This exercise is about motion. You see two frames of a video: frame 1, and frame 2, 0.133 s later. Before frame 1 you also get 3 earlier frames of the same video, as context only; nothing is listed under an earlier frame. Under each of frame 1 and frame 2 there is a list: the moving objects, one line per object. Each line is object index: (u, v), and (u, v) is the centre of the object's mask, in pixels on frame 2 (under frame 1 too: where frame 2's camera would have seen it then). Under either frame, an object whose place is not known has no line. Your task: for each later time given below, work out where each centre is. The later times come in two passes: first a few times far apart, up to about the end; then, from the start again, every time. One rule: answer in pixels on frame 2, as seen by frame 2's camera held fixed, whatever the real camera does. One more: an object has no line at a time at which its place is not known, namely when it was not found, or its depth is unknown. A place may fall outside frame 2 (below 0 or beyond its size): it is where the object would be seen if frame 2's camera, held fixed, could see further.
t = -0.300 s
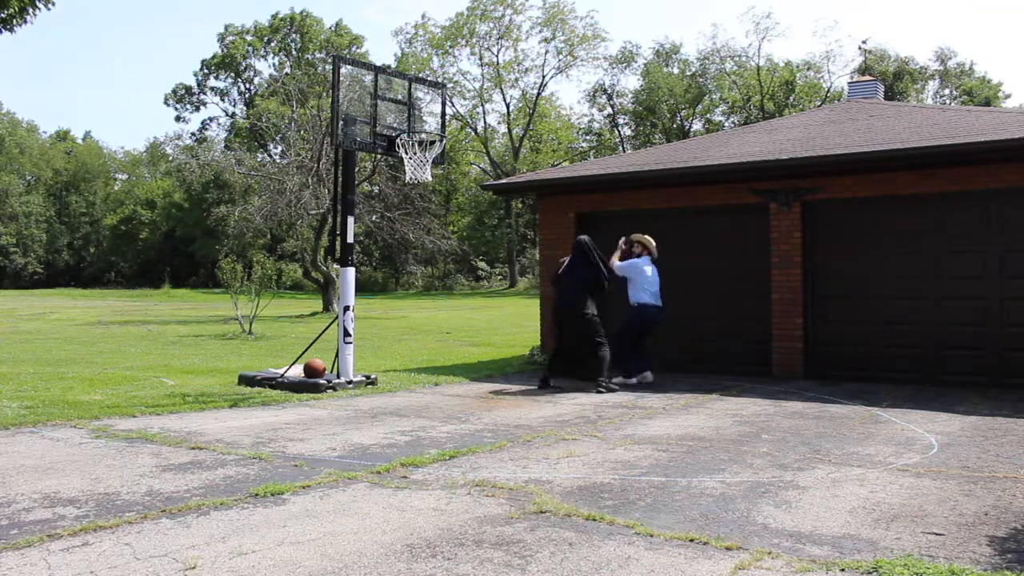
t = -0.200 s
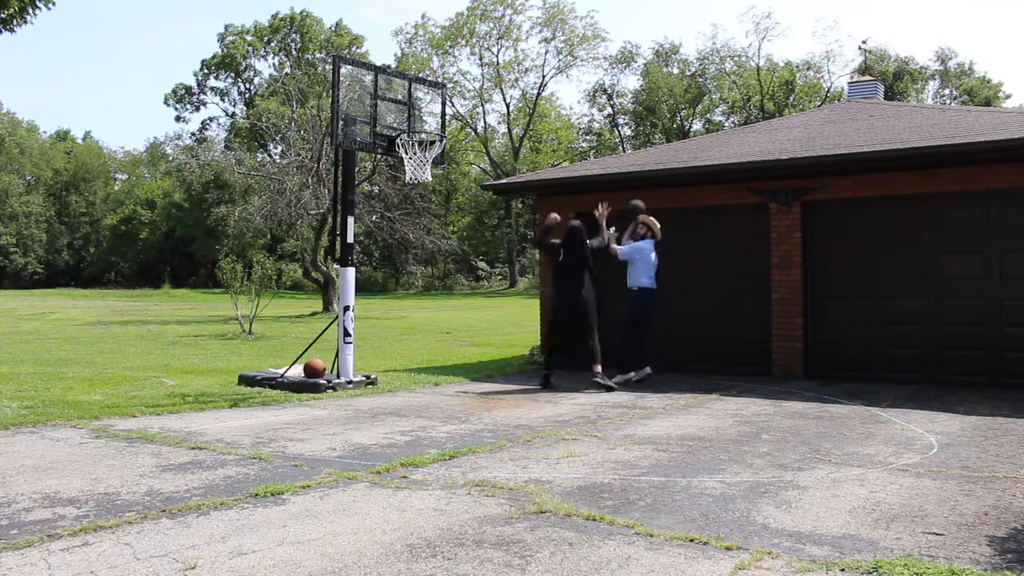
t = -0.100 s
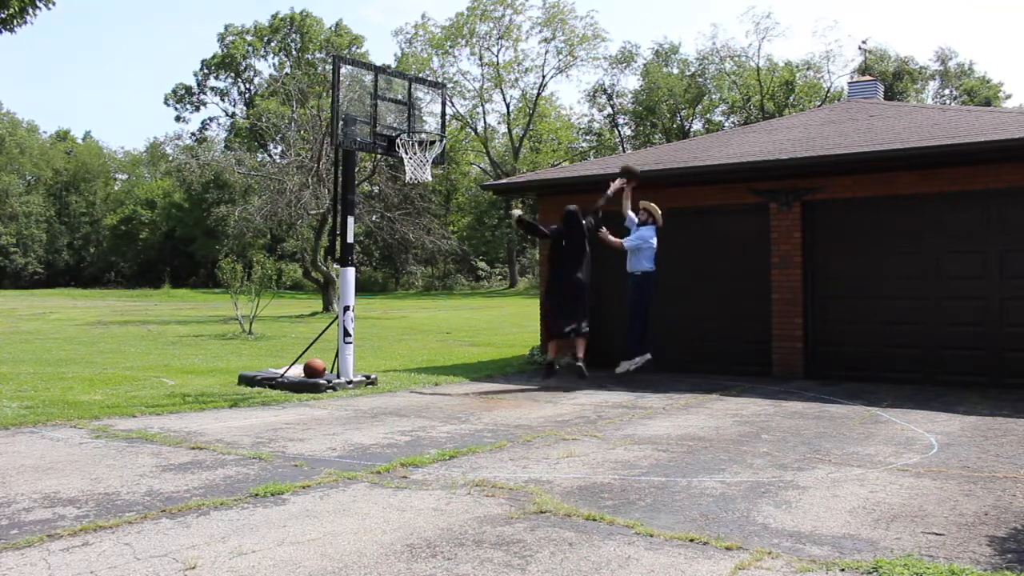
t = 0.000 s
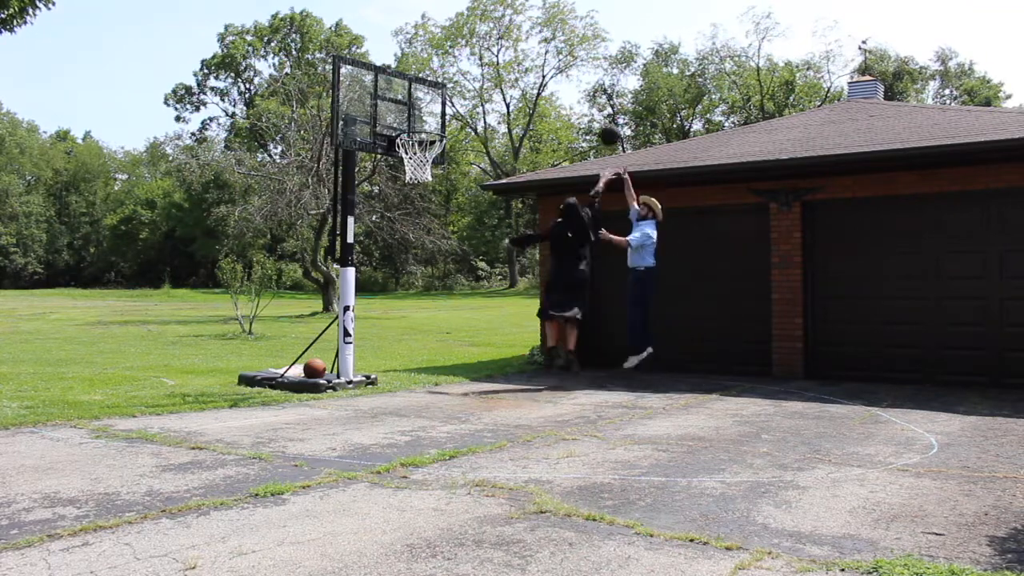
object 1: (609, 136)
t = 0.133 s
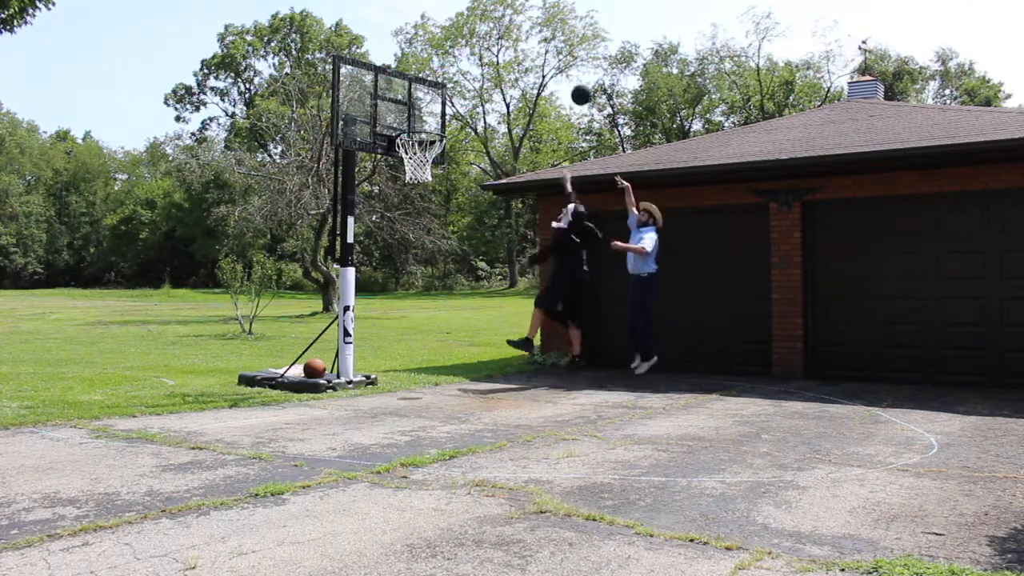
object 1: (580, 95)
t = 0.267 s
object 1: (551, 68)
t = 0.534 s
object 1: (488, 61)
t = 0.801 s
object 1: (418, 124)
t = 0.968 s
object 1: (420, 193)
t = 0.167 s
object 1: (573, 87)
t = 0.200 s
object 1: (566, 80)
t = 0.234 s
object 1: (559, 74)
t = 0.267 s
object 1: (551, 68)
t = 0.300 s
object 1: (543, 64)
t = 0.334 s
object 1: (535, 61)
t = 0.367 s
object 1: (528, 58)
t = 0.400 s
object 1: (520, 56)
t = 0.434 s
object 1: (512, 56)
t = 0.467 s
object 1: (504, 57)
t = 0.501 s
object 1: (496, 59)
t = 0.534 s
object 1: (488, 61)
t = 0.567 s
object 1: (479, 64)
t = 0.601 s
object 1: (471, 69)
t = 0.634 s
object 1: (462, 76)
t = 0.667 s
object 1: (454, 83)
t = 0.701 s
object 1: (445, 91)
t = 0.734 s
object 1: (436, 101)
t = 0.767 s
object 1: (427, 112)
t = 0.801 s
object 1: (418, 124)
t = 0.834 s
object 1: (410, 135)
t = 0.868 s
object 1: (410, 149)
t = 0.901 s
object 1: (413, 168)
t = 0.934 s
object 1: (418, 184)
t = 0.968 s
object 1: (420, 193)
